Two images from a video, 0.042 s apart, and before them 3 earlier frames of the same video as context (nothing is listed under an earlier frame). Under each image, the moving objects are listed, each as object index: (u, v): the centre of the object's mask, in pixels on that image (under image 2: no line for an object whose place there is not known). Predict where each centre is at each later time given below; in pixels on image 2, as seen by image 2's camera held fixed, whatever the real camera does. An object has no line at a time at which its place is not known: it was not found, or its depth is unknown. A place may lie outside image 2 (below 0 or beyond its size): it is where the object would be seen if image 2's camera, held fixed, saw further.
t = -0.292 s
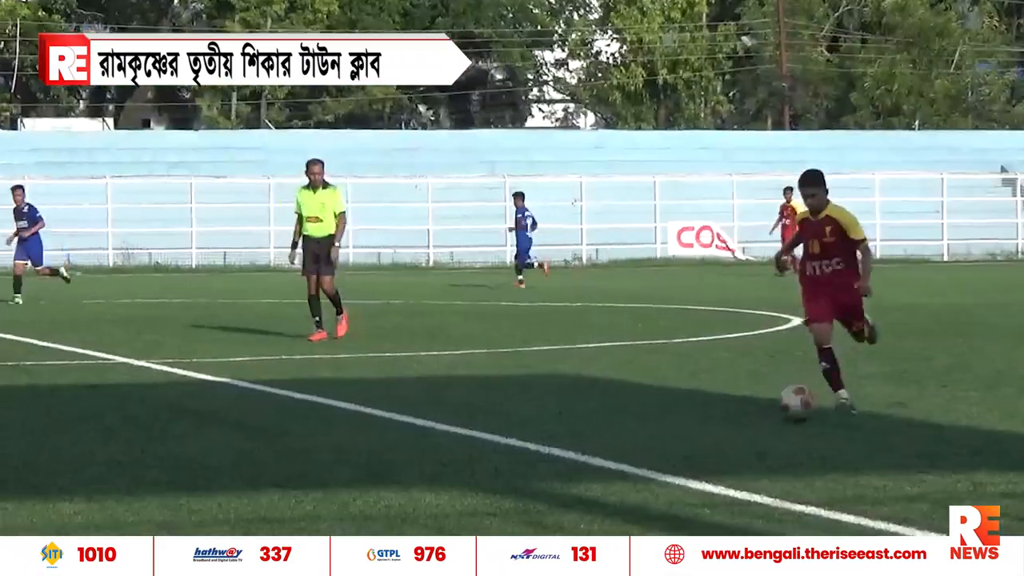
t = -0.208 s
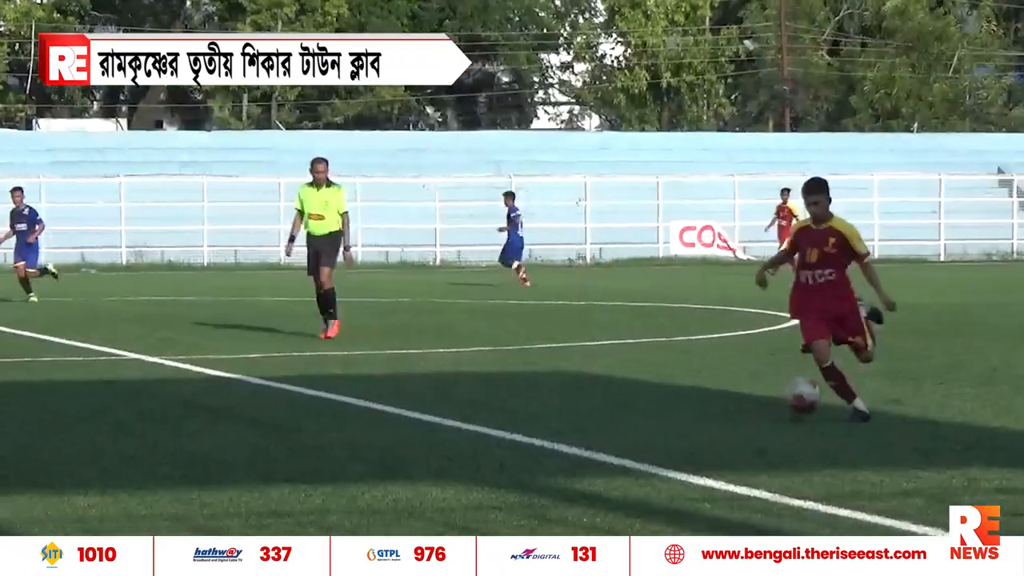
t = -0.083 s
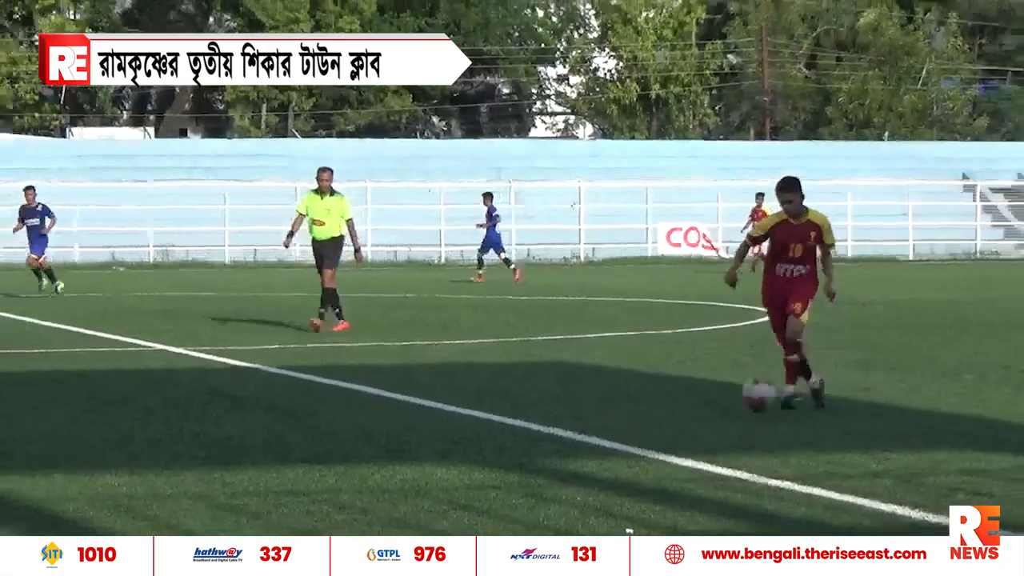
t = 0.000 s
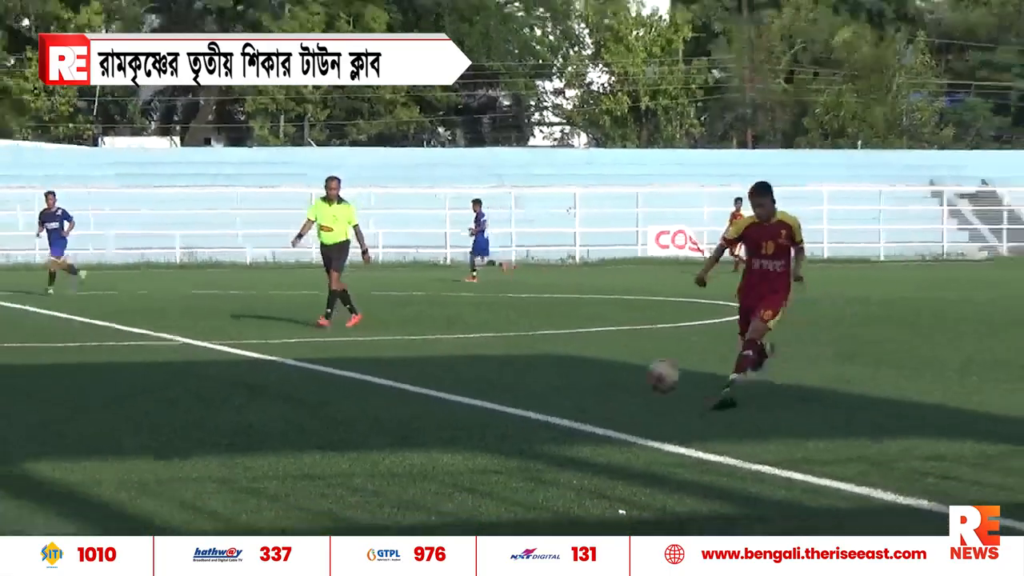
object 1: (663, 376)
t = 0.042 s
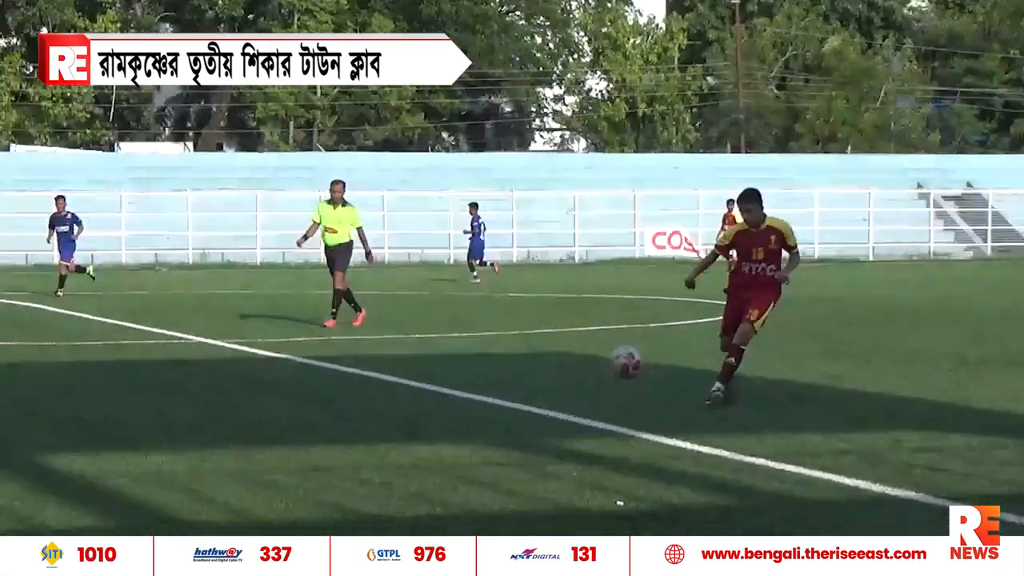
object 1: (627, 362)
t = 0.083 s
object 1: (588, 352)
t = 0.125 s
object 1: (555, 348)
